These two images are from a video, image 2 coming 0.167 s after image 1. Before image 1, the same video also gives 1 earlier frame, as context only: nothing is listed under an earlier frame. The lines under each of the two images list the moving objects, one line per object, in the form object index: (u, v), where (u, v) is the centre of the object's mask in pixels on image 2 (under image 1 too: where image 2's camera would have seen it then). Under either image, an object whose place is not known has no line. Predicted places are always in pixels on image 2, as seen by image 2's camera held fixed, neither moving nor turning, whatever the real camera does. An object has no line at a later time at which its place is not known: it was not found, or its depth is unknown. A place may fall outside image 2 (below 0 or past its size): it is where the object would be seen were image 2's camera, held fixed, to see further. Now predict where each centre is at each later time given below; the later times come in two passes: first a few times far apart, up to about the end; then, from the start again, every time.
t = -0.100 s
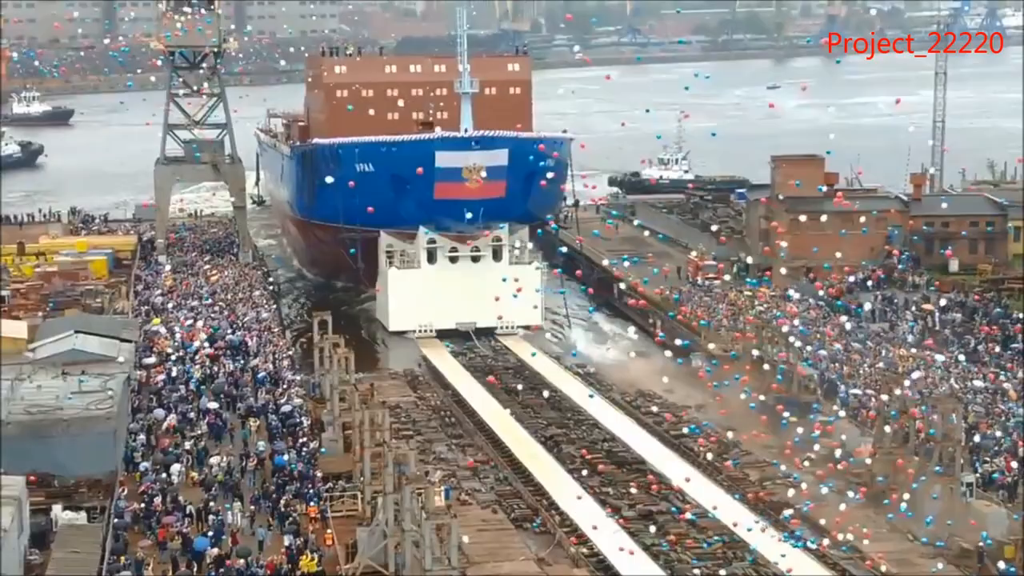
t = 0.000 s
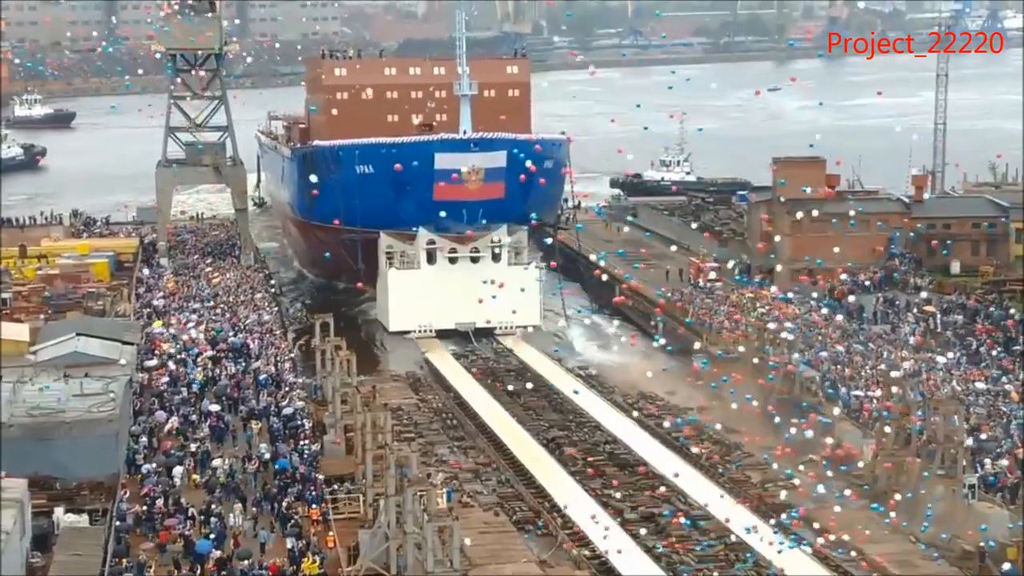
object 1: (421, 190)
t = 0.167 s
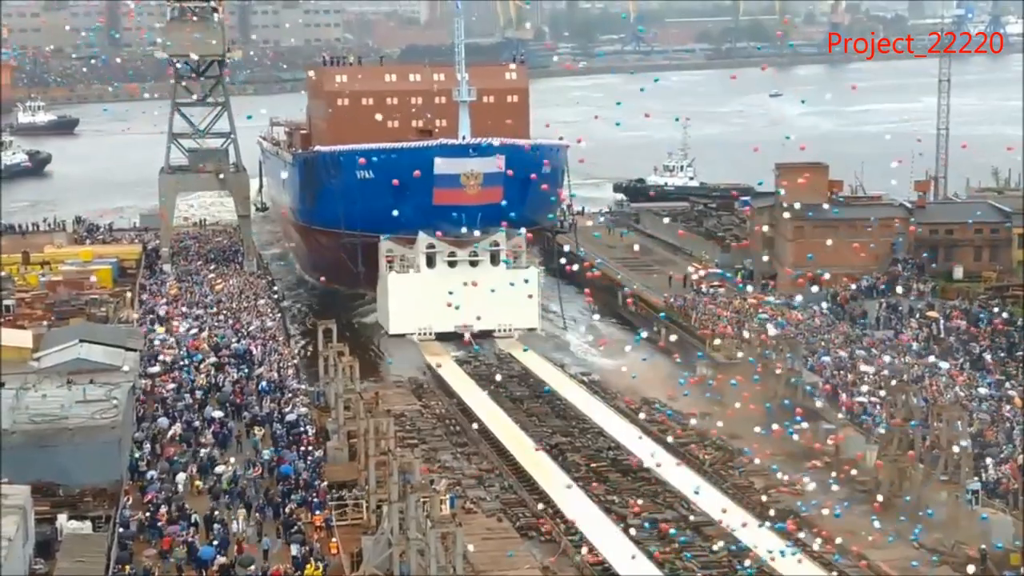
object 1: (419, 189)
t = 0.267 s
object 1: (417, 188)
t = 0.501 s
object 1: (413, 186)
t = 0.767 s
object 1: (409, 184)
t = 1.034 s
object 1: (406, 182)
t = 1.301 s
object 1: (401, 181)
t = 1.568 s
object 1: (397, 179)
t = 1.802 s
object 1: (395, 178)
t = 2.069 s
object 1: (392, 175)
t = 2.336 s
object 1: (389, 173)
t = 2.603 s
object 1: (385, 172)
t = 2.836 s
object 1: (382, 170)
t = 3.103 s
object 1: (379, 166)
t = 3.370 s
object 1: (377, 166)
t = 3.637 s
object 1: (375, 164)
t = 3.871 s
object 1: (373, 163)
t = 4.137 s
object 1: (369, 162)
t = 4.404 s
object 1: (366, 160)
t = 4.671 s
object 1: (364, 159)
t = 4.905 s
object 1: (361, 159)
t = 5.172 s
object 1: (357, 159)
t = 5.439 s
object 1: (355, 158)
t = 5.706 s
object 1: (350, 156)
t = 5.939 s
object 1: (349, 156)
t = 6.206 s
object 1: (346, 155)
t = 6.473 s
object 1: (345, 153)
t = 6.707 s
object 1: (344, 150)
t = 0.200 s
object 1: (418, 189)
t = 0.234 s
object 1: (417, 189)
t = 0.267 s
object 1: (417, 188)
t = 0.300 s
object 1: (416, 188)
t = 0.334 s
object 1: (416, 188)
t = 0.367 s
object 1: (415, 188)
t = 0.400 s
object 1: (415, 187)
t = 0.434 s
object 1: (414, 186)
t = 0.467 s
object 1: (414, 186)
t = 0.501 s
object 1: (413, 186)
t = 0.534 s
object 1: (413, 186)
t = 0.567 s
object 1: (412, 186)
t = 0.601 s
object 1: (411, 185)
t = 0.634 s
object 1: (411, 185)
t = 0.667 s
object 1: (410, 185)
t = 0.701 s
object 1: (410, 185)
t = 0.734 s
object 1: (410, 184)
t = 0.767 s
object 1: (409, 184)
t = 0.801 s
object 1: (409, 184)
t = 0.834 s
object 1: (408, 184)
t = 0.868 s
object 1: (408, 184)
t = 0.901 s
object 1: (407, 184)
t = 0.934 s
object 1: (407, 184)
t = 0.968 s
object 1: (406, 183)
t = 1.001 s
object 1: (406, 183)
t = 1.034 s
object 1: (406, 182)
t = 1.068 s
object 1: (405, 183)
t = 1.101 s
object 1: (404, 182)
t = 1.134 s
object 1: (404, 182)
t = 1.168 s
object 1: (404, 182)
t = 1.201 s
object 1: (403, 182)
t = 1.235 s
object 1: (402, 181)
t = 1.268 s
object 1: (402, 181)
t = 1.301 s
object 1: (401, 181)
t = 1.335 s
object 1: (401, 180)
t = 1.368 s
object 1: (401, 180)
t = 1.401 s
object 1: (400, 180)
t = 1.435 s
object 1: (400, 179)
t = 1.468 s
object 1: (399, 180)
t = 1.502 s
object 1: (399, 180)
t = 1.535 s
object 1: (398, 178)
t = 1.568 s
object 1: (397, 179)
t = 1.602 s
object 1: (397, 178)
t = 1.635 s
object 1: (397, 177)
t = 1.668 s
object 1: (396, 178)
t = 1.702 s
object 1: (396, 178)
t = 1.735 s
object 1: (395, 177)
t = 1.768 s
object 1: (396, 177)
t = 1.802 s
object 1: (395, 178)
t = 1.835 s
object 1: (394, 177)
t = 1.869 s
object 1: (394, 177)
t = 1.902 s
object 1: (394, 177)
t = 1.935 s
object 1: (393, 177)
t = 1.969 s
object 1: (393, 176)
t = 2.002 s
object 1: (393, 176)
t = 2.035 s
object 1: (392, 175)
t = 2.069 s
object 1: (392, 175)
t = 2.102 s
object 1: (391, 175)
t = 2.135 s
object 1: (391, 174)
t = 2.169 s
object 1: (390, 175)
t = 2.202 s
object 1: (390, 174)
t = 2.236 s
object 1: (390, 174)
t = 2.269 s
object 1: (390, 174)
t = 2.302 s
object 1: (389, 173)
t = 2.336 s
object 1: (389, 173)
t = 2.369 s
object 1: (388, 173)
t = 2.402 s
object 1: (388, 173)
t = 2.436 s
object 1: (387, 173)
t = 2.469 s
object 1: (387, 173)
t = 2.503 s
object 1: (386, 173)
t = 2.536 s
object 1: (386, 172)
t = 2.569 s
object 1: (386, 173)
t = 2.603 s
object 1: (385, 172)
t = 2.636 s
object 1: (385, 172)
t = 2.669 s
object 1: (384, 171)
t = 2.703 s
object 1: (384, 171)
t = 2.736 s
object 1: (383, 170)
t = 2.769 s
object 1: (383, 170)
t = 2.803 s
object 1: (383, 170)
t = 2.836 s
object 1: (382, 170)
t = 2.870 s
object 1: (382, 170)
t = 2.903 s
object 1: (381, 169)
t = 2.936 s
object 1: (381, 168)
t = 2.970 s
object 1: (381, 167)
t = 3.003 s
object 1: (381, 167)
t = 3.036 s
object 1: (380, 167)
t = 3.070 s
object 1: (380, 167)
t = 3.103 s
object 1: (379, 166)
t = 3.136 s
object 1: (379, 167)
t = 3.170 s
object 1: (379, 166)
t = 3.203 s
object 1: (379, 167)
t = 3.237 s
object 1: (379, 166)
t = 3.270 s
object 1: (378, 166)
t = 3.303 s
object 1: (378, 166)
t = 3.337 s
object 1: (377, 166)
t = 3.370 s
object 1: (377, 166)
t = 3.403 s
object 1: (376, 166)
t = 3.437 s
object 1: (377, 165)
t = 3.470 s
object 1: (376, 165)
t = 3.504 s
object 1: (376, 165)
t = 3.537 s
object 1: (375, 165)
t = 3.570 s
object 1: (375, 165)
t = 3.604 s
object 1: (375, 164)
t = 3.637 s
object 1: (375, 164)
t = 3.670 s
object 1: (374, 164)
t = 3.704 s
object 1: (374, 164)
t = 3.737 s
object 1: (374, 164)
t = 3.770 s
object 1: (374, 164)
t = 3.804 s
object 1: (373, 163)
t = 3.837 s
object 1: (373, 163)
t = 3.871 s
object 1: (373, 163)
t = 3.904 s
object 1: (371, 162)
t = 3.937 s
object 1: (372, 162)
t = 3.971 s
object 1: (372, 163)
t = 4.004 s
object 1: (371, 162)
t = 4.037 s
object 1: (370, 162)
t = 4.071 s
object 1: (370, 162)
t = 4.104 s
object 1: (370, 162)
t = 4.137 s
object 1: (369, 162)
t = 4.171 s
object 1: (369, 162)
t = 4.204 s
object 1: (367, 161)
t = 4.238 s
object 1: (367, 161)
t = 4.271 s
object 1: (366, 161)
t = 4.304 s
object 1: (367, 161)
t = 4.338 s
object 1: (367, 160)
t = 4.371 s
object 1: (367, 160)
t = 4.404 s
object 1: (366, 160)
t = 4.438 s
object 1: (365, 160)
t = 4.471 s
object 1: (366, 160)
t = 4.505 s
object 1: (366, 160)
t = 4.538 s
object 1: (365, 160)
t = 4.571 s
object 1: (365, 160)
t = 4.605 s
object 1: (364, 159)
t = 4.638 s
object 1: (365, 160)
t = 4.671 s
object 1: (364, 159)
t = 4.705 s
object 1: (364, 159)
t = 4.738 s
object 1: (364, 160)
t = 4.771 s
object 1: (363, 159)
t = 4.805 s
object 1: (363, 160)
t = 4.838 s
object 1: (362, 159)
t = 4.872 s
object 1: (361, 159)
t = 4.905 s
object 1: (361, 159)
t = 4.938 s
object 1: (360, 159)
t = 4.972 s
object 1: (361, 159)
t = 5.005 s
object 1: (360, 159)
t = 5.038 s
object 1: (359, 159)
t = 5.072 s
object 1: (359, 159)
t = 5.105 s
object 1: (358, 159)
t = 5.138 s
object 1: (358, 159)
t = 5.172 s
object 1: (357, 159)
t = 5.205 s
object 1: (357, 159)
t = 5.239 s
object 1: (357, 159)
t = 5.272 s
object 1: (356, 159)
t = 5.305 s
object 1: (356, 159)
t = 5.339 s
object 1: (355, 158)
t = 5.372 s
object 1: (355, 158)
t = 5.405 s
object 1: (354, 158)
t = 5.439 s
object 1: (355, 158)
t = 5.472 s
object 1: (355, 158)
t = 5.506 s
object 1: (354, 157)
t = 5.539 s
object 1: (353, 157)
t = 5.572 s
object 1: (352, 157)
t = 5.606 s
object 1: (352, 157)
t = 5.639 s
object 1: (352, 156)
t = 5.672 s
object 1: (351, 157)
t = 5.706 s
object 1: (350, 156)
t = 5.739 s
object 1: (350, 156)
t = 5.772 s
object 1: (350, 157)
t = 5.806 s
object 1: (349, 157)
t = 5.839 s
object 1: (349, 158)
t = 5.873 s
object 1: (350, 157)
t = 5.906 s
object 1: (349, 157)
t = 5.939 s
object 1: (349, 156)
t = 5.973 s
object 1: (348, 157)
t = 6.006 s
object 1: (348, 157)
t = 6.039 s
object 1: (348, 157)
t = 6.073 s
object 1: (347, 157)
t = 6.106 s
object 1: (346, 156)
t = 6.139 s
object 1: (346, 156)
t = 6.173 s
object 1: (345, 155)
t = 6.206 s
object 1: (346, 155)
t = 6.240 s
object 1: (345, 154)
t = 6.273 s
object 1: (345, 154)
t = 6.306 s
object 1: (345, 153)
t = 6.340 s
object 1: (345, 154)
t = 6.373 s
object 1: (345, 153)
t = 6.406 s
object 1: (344, 153)
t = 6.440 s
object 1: (344, 152)
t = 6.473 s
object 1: (345, 153)
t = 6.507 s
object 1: (345, 152)
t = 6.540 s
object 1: (344, 151)
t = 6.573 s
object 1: (345, 151)
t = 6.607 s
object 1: (344, 151)
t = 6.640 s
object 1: (344, 150)
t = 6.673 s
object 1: (343, 150)
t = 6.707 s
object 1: (344, 150)
